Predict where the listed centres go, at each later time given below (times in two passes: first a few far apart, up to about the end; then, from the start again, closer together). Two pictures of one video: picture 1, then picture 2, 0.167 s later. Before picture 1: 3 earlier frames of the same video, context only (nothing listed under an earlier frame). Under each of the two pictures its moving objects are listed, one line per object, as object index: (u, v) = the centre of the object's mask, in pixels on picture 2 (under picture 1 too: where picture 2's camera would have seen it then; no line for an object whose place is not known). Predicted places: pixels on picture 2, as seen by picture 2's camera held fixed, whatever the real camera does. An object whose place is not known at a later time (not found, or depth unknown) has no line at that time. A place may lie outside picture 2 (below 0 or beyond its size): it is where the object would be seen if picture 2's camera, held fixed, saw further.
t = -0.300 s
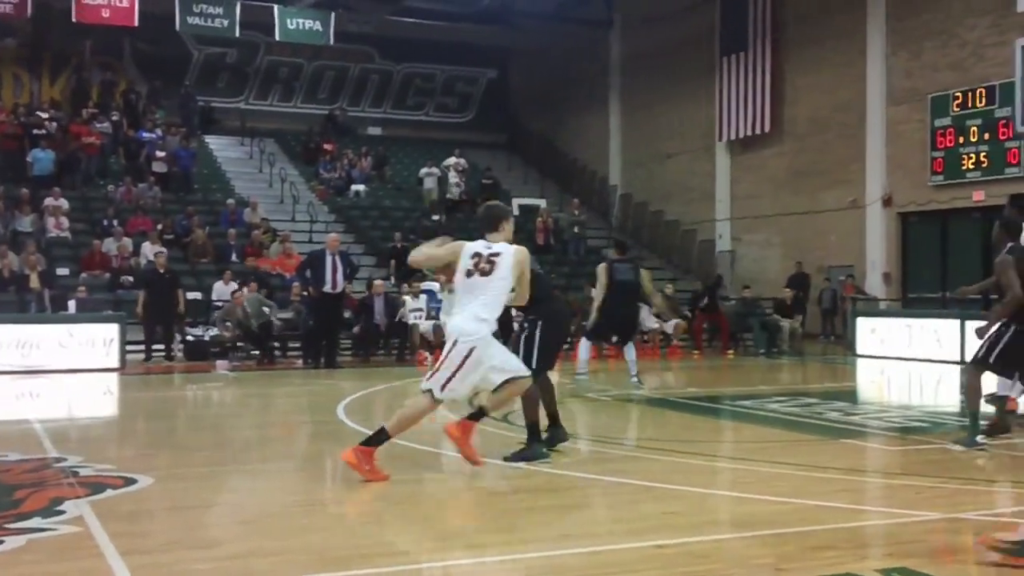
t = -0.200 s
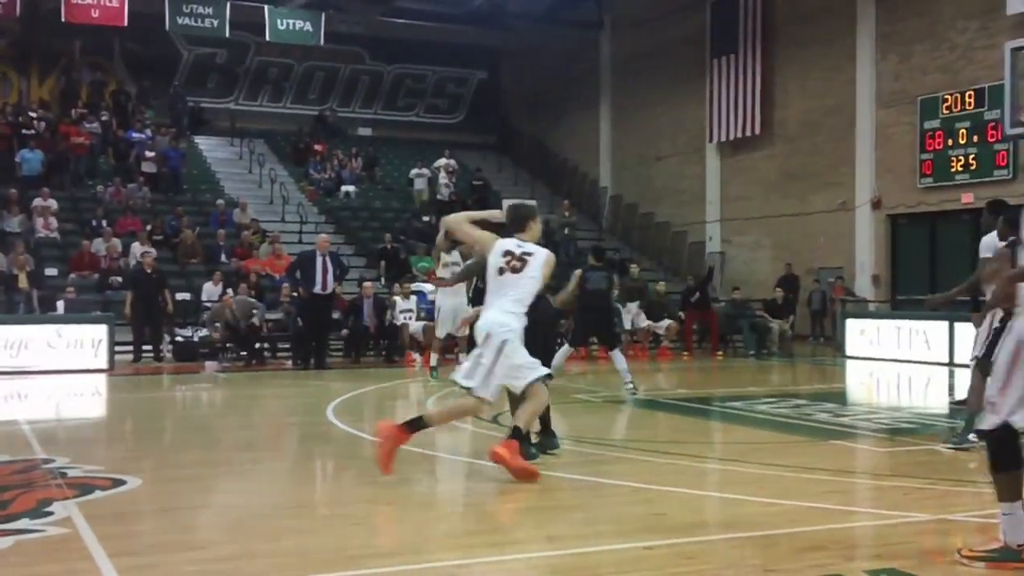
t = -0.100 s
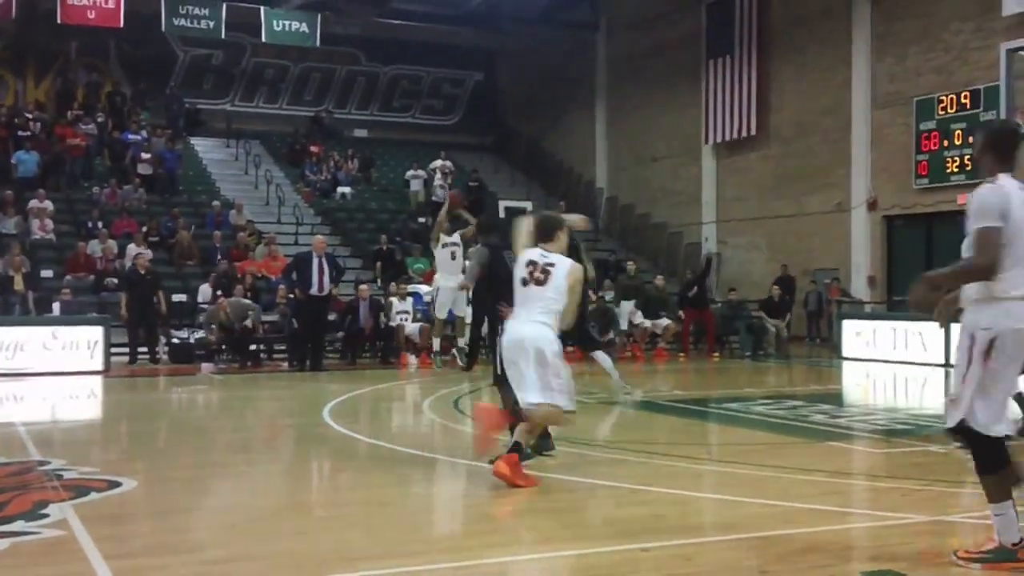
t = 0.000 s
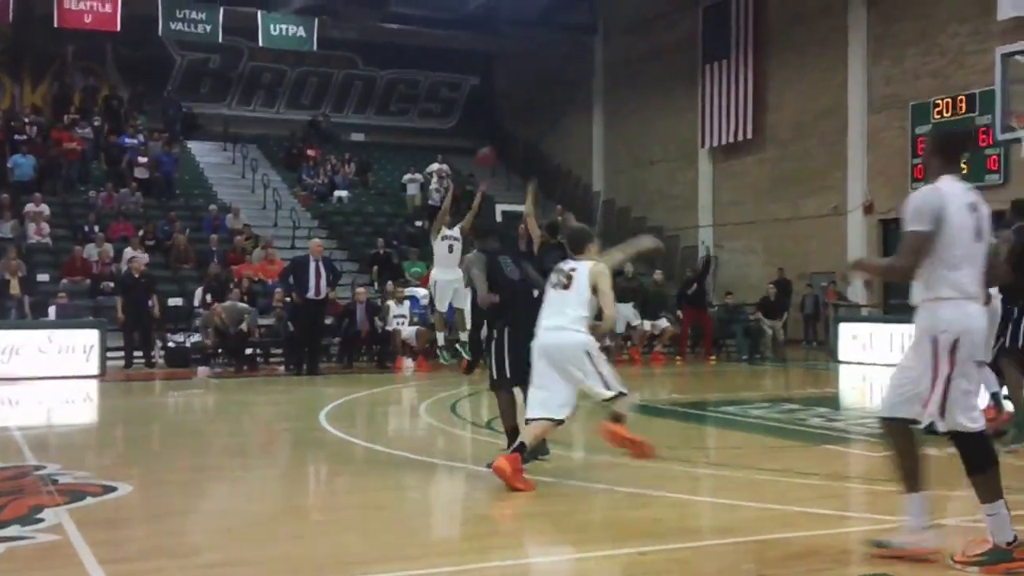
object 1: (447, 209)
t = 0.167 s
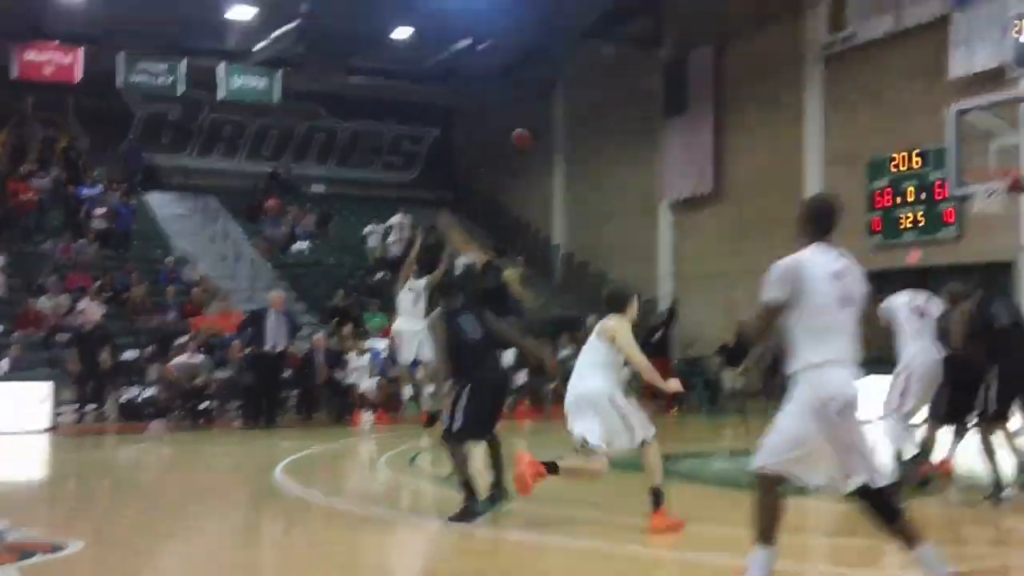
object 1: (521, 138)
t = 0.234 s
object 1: (550, 114)
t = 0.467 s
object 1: (657, 59)
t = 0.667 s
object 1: (751, 49)
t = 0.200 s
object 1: (535, 126)
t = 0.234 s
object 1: (550, 114)
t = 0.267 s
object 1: (565, 104)
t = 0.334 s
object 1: (596, 86)
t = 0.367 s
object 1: (611, 78)
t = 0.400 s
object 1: (625, 71)
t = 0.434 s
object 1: (641, 65)
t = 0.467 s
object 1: (657, 59)
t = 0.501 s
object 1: (672, 56)
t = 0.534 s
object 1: (686, 52)
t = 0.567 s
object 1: (702, 51)
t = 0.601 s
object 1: (718, 47)
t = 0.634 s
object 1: (736, 49)
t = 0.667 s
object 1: (751, 49)
